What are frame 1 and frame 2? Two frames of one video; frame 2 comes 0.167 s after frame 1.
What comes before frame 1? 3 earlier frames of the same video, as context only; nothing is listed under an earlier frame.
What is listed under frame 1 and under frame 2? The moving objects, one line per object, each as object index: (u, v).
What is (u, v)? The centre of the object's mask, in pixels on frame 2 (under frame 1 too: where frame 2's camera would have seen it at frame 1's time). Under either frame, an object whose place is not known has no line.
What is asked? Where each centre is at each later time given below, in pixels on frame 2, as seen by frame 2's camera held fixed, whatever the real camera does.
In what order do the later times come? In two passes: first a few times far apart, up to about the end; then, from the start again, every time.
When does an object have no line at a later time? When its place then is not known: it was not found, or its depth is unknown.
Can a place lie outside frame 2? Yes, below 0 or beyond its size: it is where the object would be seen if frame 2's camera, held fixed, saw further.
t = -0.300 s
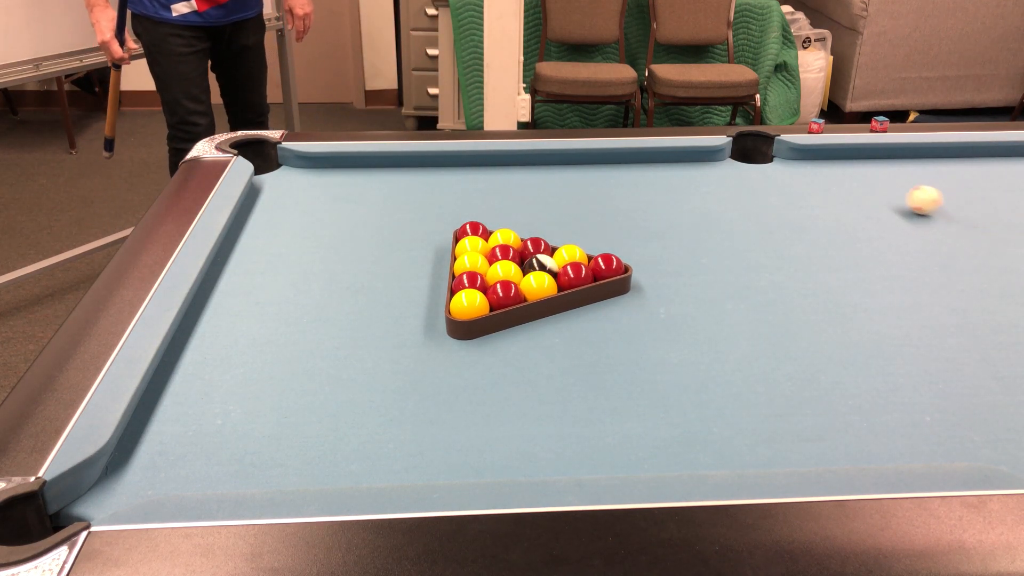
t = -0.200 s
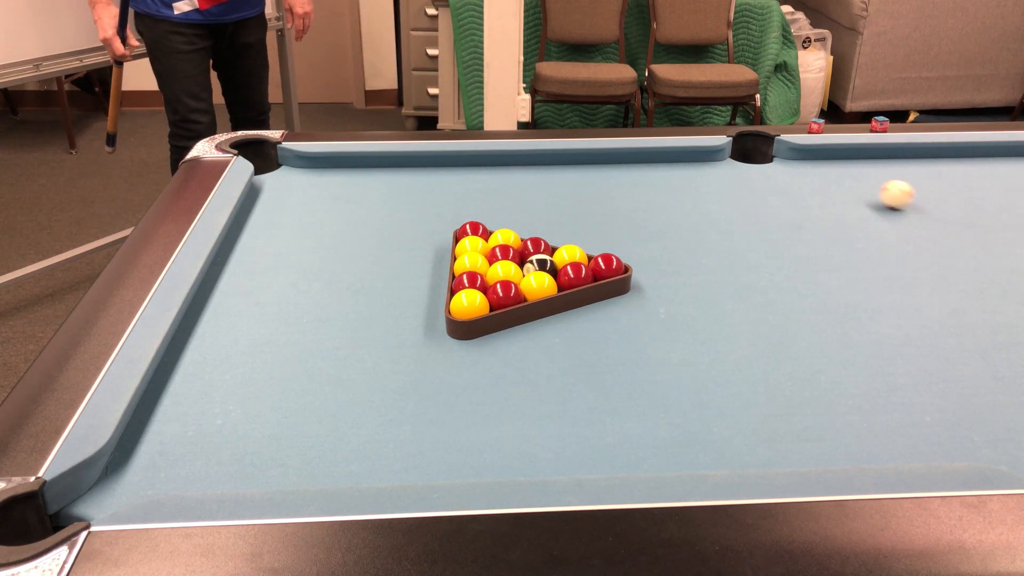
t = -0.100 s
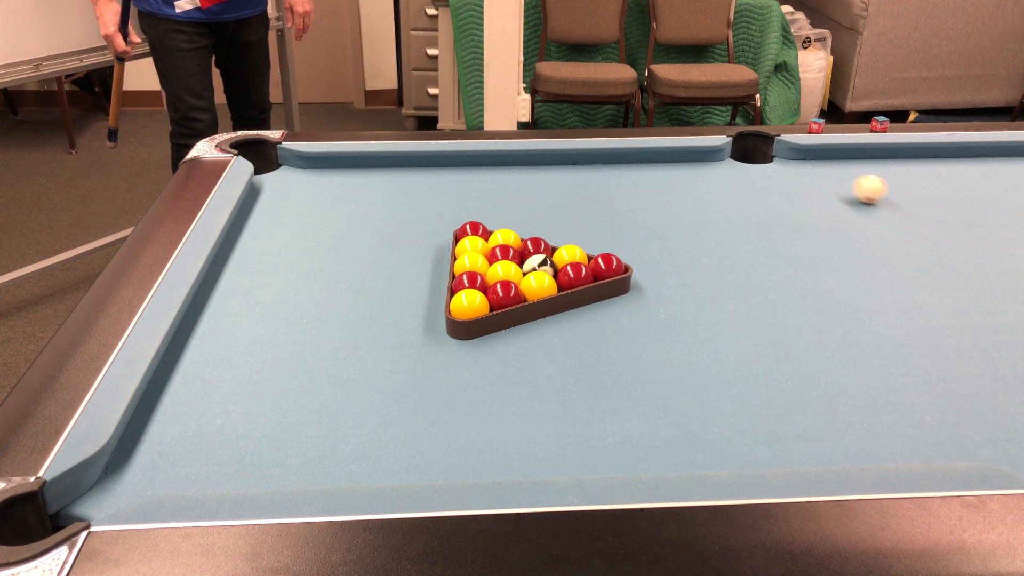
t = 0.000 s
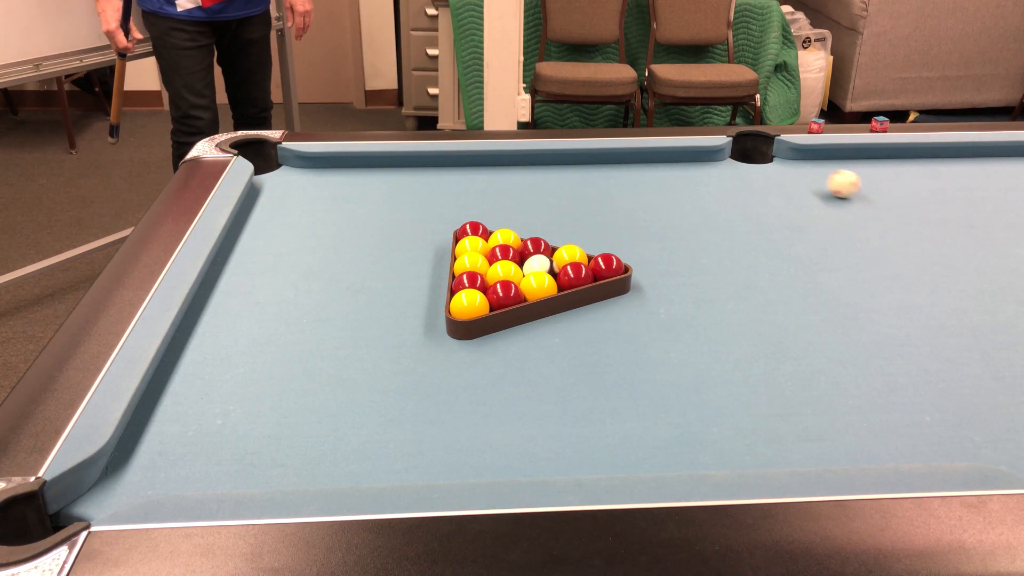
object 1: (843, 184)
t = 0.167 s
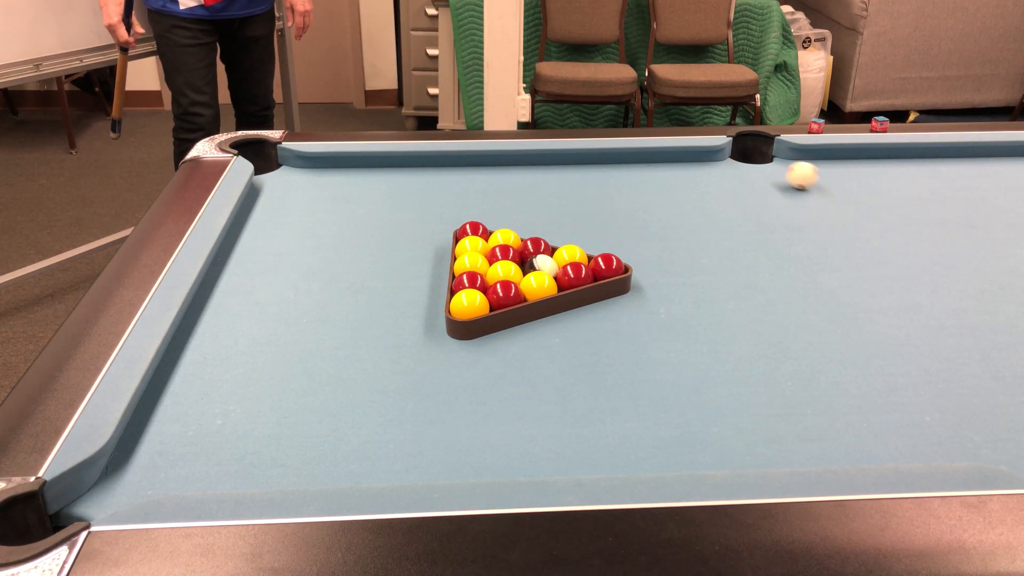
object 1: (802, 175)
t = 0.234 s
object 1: (786, 172)
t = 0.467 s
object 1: (732, 161)
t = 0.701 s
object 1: (689, 160)
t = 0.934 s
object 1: (656, 167)
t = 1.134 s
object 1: (627, 174)
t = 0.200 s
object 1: (794, 174)
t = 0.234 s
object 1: (786, 172)
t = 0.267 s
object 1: (778, 170)
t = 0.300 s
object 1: (770, 169)
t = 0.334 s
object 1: (762, 167)
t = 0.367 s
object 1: (755, 166)
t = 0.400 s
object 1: (747, 164)
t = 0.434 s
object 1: (739, 163)
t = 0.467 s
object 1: (732, 161)
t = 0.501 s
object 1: (724, 160)
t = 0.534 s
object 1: (717, 158)
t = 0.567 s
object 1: (710, 157)
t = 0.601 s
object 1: (703, 156)
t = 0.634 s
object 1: (698, 157)
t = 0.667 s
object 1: (694, 159)
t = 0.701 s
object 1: (689, 160)
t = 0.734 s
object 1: (685, 161)
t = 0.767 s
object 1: (680, 162)
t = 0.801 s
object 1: (675, 163)
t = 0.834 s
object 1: (671, 164)
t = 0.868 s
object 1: (666, 165)
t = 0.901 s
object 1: (661, 166)
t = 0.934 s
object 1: (656, 167)
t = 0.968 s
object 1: (652, 168)
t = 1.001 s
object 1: (647, 169)
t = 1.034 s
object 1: (642, 170)
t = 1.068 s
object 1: (637, 171)
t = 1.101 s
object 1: (632, 173)
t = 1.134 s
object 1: (627, 174)
